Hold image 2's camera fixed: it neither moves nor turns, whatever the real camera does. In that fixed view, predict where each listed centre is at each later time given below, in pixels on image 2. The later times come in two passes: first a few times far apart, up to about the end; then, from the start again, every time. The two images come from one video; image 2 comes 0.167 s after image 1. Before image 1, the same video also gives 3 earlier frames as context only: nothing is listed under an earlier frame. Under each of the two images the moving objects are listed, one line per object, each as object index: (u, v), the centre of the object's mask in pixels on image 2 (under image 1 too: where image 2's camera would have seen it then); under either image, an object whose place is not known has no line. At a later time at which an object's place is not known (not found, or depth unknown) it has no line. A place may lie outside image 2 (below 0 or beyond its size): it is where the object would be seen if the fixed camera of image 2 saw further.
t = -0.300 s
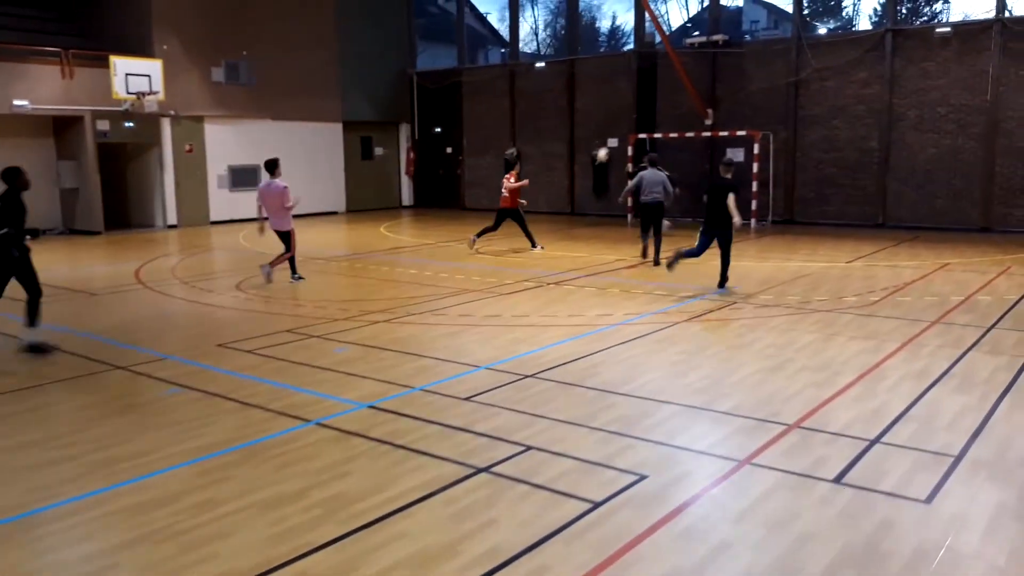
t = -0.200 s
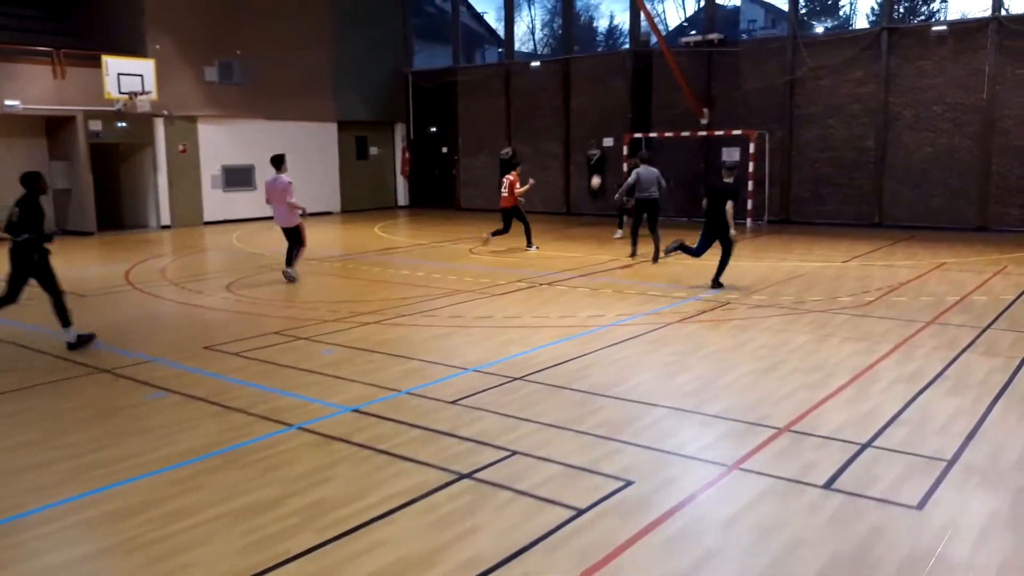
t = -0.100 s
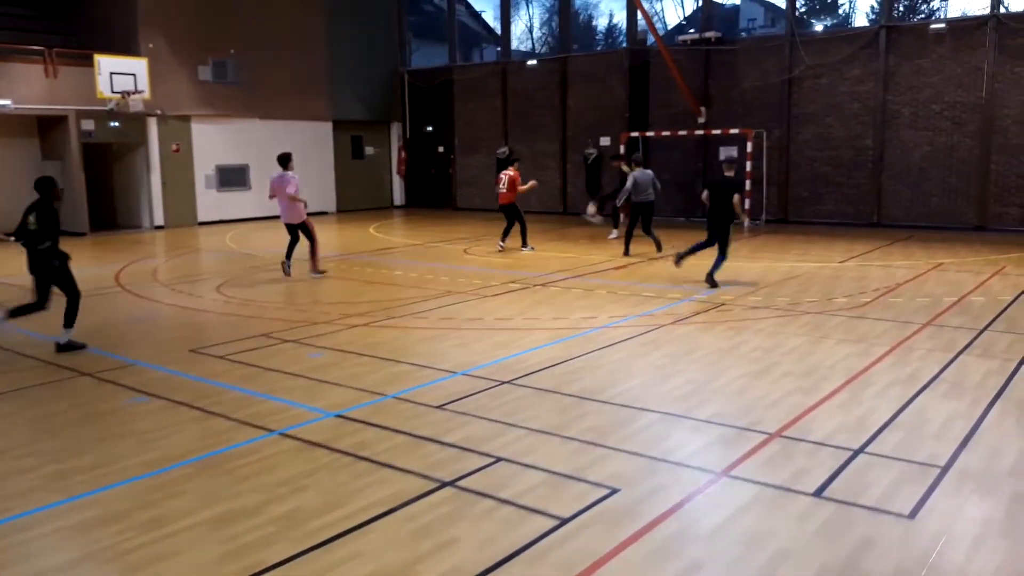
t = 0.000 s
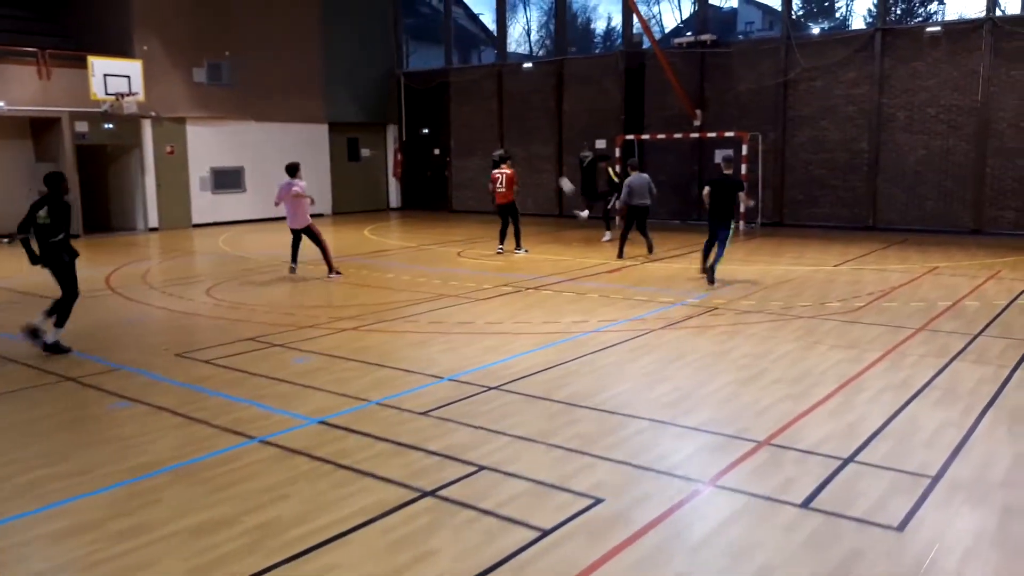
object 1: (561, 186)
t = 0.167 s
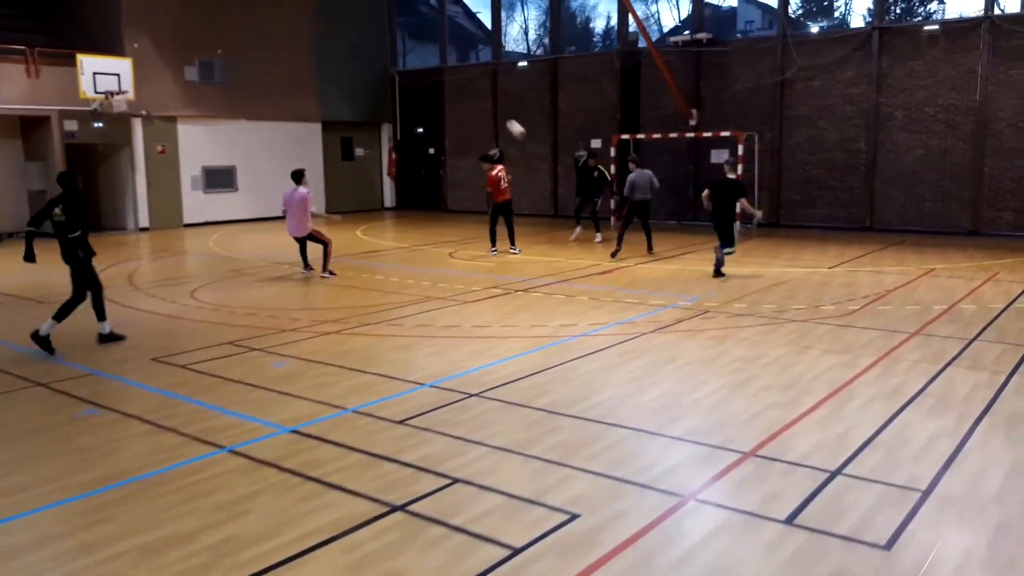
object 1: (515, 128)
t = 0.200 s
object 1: (504, 118)
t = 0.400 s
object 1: (428, 61)
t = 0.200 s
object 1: (504, 118)
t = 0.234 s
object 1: (494, 108)
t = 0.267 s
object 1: (483, 99)
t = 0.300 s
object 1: (470, 90)
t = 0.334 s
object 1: (456, 80)
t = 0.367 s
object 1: (443, 71)
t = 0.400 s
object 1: (428, 61)
